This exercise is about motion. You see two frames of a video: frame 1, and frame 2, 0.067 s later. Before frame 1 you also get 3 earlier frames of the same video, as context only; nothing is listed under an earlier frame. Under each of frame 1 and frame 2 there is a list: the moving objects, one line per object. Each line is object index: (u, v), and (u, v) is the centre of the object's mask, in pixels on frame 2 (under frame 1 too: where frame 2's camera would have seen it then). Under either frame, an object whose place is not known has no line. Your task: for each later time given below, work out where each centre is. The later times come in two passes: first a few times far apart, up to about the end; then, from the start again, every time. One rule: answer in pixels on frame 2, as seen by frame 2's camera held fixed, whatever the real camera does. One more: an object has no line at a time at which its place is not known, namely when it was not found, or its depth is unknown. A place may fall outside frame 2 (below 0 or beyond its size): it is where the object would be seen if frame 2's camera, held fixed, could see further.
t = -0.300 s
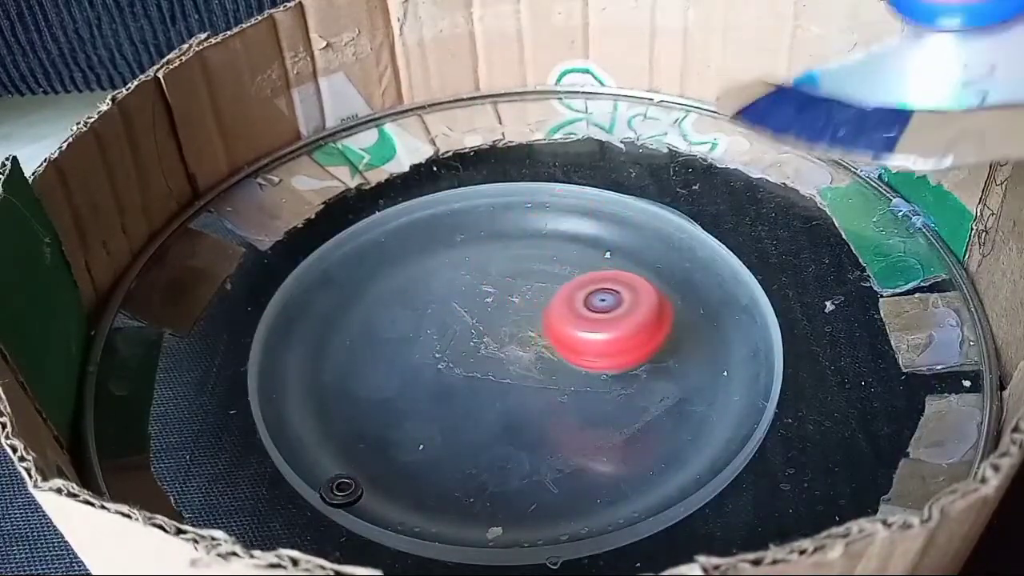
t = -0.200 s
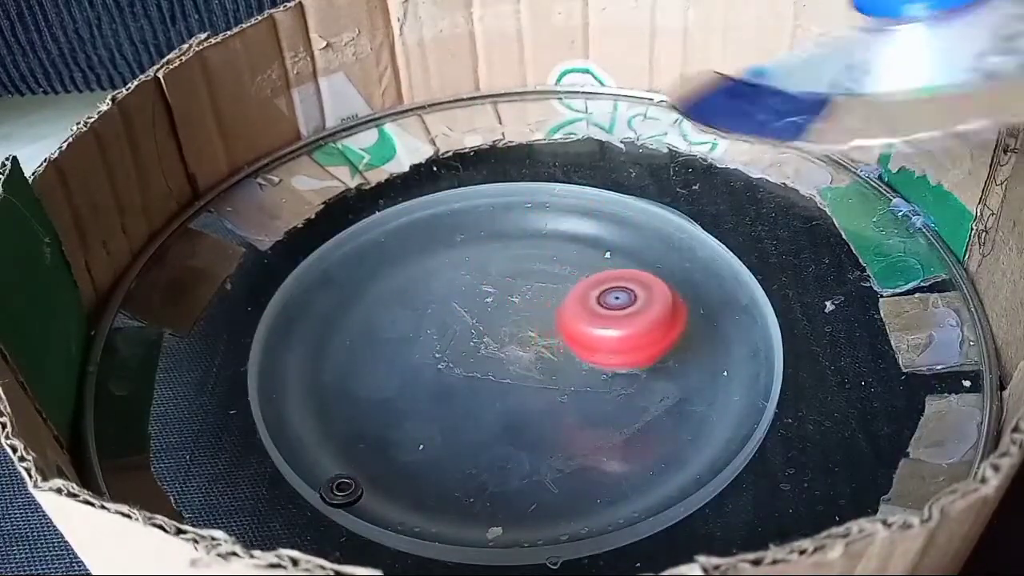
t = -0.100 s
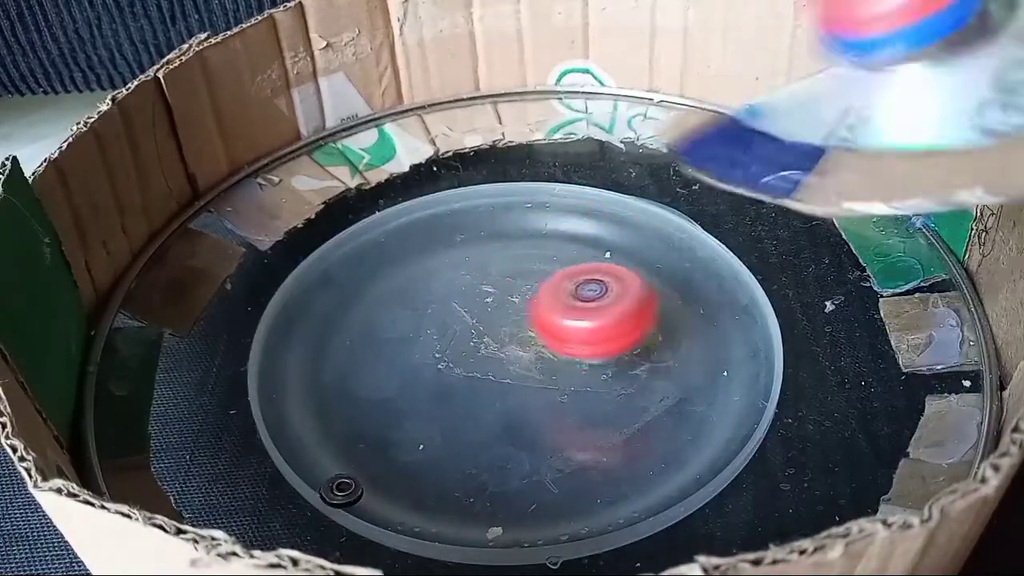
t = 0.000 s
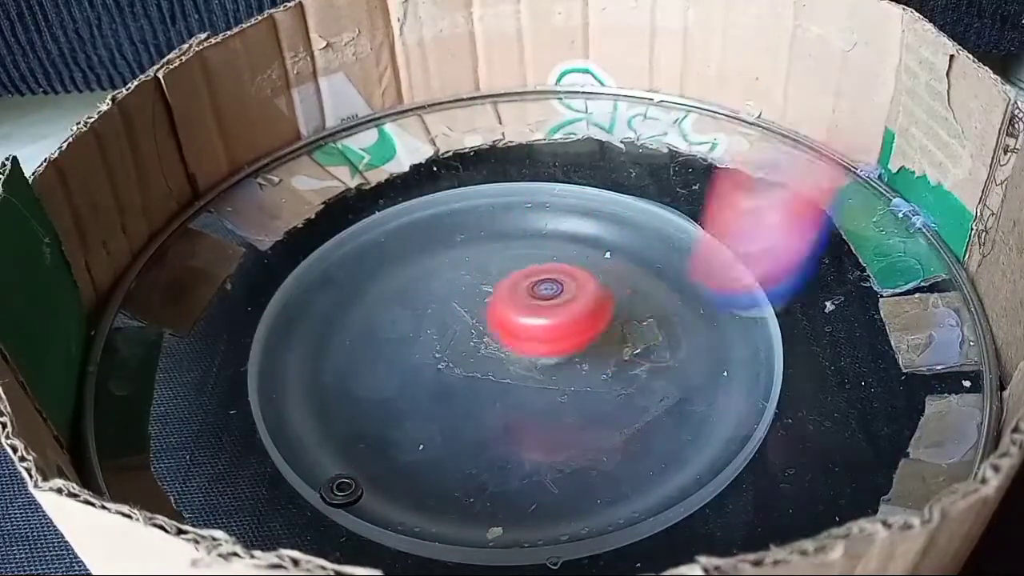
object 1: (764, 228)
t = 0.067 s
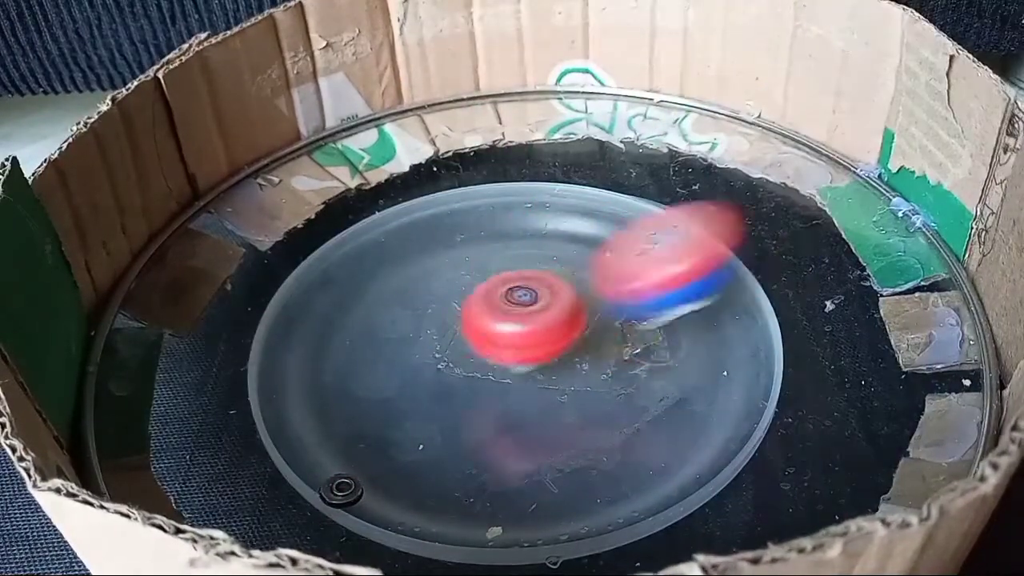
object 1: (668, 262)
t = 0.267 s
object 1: (559, 347)
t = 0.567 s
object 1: (495, 515)
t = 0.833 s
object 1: (546, 350)
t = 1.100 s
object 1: (481, 282)
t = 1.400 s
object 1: (505, 304)
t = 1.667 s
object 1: (548, 318)
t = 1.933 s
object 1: (488, 348)
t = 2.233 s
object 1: (412, 317)
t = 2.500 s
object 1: (405, 250)
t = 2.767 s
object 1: (474, 189)
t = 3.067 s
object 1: (517, 198)
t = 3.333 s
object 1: (536, 251)
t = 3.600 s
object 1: (575, 300)
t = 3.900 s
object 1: (569, 309)
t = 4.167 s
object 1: (592, 291)
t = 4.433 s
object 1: (553, 364)
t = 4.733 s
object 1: (484, 366)
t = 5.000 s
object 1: (343, 336)
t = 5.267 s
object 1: (409, 290)
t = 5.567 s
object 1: (460, 222)
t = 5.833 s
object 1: (519, 161)
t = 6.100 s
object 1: (480, 192)
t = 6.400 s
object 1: (648, 278)
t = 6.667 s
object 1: (698, 329)
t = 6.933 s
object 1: (627, 333)
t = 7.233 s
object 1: (595, 345)
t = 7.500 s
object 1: (477, 295)
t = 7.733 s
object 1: (467, 255)
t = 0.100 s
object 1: (626, 287)
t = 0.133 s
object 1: (617, 294)
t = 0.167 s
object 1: (607, 307)
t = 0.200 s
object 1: (592, 318)
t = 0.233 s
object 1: (575, 332)
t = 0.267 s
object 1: (559, 347)
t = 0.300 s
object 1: (542, 366)
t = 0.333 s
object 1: (525, 387)
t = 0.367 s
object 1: (508, 408)
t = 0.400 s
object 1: (494, 432)
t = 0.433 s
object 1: (483, 453)
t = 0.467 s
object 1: (475, 476)
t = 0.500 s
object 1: (474, 498)
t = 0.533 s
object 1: (480, 509)
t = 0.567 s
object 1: (495, 515)
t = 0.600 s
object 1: (516, 516)
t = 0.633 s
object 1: (539, 510)
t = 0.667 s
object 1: (557, 495)
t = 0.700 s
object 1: (568, 470)
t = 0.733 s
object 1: (573, 442)
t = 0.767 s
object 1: (570, 412)
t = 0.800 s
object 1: (560, 380)
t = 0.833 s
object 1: (546, 350)
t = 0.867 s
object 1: (531, 322)
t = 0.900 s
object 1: (530, 312)
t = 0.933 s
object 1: (532, 307)
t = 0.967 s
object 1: (532, 301)
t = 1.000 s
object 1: (527, 292)
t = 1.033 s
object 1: (516, 285)
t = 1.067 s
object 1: (499, 281)
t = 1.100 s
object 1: (481, 282)
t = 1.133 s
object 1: (469, 285)
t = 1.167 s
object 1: (463, 286)
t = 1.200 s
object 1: (458, 290)
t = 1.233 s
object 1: (458, 293)
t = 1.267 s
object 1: (464, 296)
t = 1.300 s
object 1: (471, 299)
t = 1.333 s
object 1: (482, 303)
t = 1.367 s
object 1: (492, 305)
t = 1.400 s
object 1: (505, 304)
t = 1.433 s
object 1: (524, 304)
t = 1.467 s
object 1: (546, 300)
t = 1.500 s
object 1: (553, 303)
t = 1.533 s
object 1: (556, 304)
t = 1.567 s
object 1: (557, 304)
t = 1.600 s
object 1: (556, 307)
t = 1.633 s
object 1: (552, 313)
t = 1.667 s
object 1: (548, 318)
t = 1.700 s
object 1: (543, 322)
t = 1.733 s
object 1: (538, 327)
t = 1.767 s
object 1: (535, 332)
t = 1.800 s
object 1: (527, 335)
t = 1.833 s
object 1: (517, 339)
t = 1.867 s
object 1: (507, 343)
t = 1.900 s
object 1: (498, 345)
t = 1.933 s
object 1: (488, 348)
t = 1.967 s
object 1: (479, 348)
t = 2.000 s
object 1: (469, 348)
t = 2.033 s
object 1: (460, 347)
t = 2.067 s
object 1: (452, 344)
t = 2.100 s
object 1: (443, 342)
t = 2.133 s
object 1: (433, 336)
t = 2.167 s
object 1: (423, 329)
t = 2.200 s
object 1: (417, 323)
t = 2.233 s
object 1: (412, 317)
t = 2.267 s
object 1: (407, 309)
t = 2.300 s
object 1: (404, 301)
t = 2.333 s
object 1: (403, 293)
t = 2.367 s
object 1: (399, 282)
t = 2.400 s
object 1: (396, 272)
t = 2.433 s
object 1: (397, 264)
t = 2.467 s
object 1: (399, 256)
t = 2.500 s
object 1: (405, 250)
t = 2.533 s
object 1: (413, 244)
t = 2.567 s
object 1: (422, 240)
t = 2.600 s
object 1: (432, 235)
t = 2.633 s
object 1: (443, 232)
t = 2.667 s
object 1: (454, 227)
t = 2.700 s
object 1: (462, 213)
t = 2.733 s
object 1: (467, 199)
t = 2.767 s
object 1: (474, 189)
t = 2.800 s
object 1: (479, 180)
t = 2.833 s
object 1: (483, 174)
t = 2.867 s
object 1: (488, 171)
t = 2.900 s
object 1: (491, 170)
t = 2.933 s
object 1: (494, 171)
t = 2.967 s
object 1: (500, 176)
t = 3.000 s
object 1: (504, 182)
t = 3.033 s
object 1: (510, 188)
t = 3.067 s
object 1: (517, 198)
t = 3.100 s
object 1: (524, 211)
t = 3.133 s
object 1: (528, 221)
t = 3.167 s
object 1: (529, 224)
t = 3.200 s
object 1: (529, 227)
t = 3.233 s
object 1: (529, 231)
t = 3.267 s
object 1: (530, 238)
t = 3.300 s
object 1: (531, 246)
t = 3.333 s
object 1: (536, 251)
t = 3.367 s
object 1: (541, 255)
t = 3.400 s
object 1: (545, 259)
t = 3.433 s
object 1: (550, 265)
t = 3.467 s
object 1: (554, 272)
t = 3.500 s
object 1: (560, 278)
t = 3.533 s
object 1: (564, 286)
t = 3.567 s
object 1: (570, 295)
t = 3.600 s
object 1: (575, 300)
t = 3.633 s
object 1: (581, 304)
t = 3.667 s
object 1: (586, 307)
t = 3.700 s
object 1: (590, 310)
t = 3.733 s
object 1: (591, 312)
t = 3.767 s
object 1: (590, 312)
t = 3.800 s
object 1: (588, 312)
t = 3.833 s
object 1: (583, 312)
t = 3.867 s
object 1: (575, 311)
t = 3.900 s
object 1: (569, 309)
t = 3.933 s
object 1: (580, 311)
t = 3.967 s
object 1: (596, 312)
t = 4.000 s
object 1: (609, 310)
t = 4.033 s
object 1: (618, 308)
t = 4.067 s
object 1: (618, 302)
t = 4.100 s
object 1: (612, 296)
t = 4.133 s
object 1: (604, 293)
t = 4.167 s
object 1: (592, 291)
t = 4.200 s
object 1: (576, 291)
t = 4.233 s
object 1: (564, 302)
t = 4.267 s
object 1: (559, 315)
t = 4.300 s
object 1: (557, 330)
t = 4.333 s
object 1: (556, 341)
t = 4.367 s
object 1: (555, 352)
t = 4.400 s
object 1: (554, 359)
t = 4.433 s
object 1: (553, 364)
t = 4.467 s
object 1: (553, 366)
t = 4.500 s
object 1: (551, 366)
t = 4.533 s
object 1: (549, 364)
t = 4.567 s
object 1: (543, 363)
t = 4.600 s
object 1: (529, 371)
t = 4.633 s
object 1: (516, 373)
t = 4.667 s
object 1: (505, 373)
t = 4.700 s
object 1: (495, 371)
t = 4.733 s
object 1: (484, 366)
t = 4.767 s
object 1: (472, 361)
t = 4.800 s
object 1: (445, 360)
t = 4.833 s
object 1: (420, 359)
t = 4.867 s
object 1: (399, 355)
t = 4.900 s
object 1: (380, 350)
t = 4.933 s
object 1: (364, 346)
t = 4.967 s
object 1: (351, 341)
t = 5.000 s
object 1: (343, 336)
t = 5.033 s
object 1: (340, 331)
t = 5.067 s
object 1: (339, 326)
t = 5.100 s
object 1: (342, 321)
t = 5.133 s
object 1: (349, 315)
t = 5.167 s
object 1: (359, 310)
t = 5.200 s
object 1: (374, 304)
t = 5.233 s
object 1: (390, 298)
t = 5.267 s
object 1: (409, 290)
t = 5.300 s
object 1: (406, 277)
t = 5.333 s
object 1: (405, 267)
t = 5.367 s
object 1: (408, 257)
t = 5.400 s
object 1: (413, 249)
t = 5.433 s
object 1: (420, 241)
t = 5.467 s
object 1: (429, 233)
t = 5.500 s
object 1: (438, 229)
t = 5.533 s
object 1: (449, 225)
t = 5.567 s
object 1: (460, 222)
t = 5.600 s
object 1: (474, 221)
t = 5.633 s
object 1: (488, 220)
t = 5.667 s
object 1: (502, 222)
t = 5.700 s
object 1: (516, 223)
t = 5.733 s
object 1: (523, 204)
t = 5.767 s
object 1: (523, 188)
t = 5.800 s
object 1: (522, 175)
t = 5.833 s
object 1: (519, 161)
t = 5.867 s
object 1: (513, 151)
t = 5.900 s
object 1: (504, 144)
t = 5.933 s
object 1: (499, 144)
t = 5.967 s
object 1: (492, 147)
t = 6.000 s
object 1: (485, 154)
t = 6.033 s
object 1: (480, 166)
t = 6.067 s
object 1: (479, 180)
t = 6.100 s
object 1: (480, 192)
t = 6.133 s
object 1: (483, 210)
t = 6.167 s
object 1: (493, 229)
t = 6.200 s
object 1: (510, 243)
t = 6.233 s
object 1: (536, 249)
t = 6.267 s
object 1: (563, 253)
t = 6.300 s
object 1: (585, 261)
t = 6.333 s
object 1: (607, 267)
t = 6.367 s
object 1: (628, 272)
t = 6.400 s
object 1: (648, 278)
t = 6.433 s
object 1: (666, 282)
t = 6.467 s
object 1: (678, 289)
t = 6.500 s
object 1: (685, 294)
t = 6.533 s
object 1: (685, 298)
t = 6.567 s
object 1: (681, 304)
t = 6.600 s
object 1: (671, 310)
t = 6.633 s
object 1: (677, 319)
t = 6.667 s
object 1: (698, 329)
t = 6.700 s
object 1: (702, 341)
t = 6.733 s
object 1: (702, 352)
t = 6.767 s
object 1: (691, 357)
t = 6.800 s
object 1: (672, 357)
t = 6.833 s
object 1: (650, 352)
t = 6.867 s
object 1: (632, 347)
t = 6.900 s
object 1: (627, 343)
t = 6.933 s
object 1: (627, 333)
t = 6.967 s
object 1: (625, 326)
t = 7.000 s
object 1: (631, 335)
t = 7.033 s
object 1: (636, 336)
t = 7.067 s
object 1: (638, 339)
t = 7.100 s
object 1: (639, 346)
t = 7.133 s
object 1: (632, 351)
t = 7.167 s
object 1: (627, 339)
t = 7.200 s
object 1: (615, 344)
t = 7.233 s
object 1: (595, 345)
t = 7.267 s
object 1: (577, 342)
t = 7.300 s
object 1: (558, 339)
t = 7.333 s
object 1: (547, 330)
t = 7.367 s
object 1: (533, 318)
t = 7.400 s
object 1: (516, 313)
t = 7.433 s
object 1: (499, 309)
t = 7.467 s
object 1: (486, 304)
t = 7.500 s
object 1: (477, 295)
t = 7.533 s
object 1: (467, 288)
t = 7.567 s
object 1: (459, 282)
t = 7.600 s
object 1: (460, 276)
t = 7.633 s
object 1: (460, 270)
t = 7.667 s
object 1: (463, 265)
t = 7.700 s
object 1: (464, 259)
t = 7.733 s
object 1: (467, 255)
